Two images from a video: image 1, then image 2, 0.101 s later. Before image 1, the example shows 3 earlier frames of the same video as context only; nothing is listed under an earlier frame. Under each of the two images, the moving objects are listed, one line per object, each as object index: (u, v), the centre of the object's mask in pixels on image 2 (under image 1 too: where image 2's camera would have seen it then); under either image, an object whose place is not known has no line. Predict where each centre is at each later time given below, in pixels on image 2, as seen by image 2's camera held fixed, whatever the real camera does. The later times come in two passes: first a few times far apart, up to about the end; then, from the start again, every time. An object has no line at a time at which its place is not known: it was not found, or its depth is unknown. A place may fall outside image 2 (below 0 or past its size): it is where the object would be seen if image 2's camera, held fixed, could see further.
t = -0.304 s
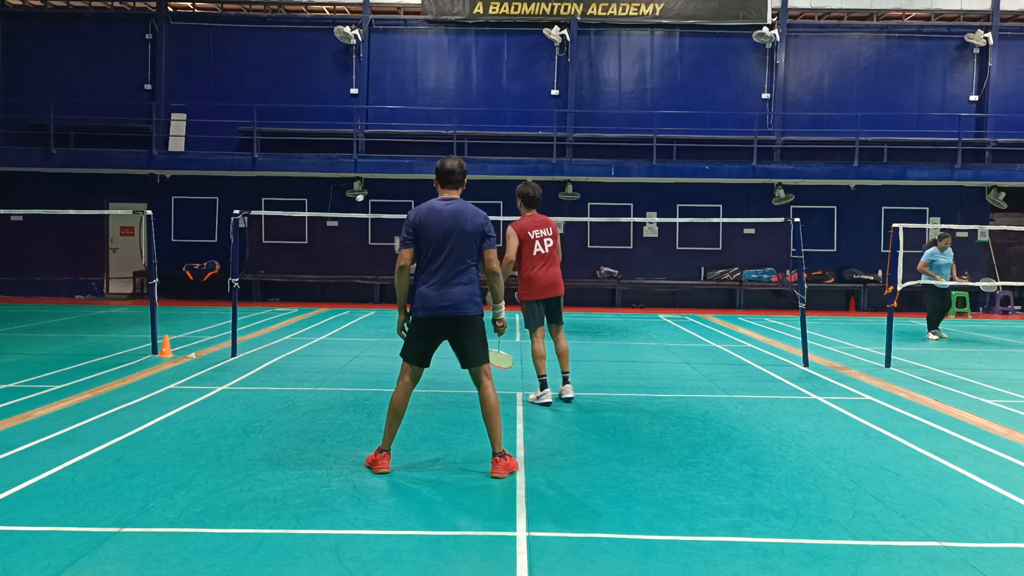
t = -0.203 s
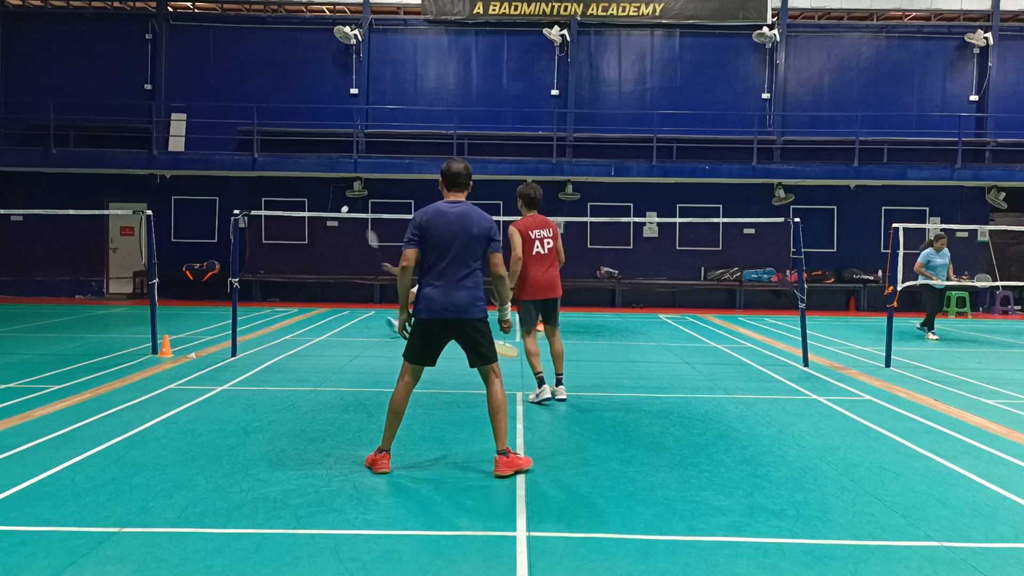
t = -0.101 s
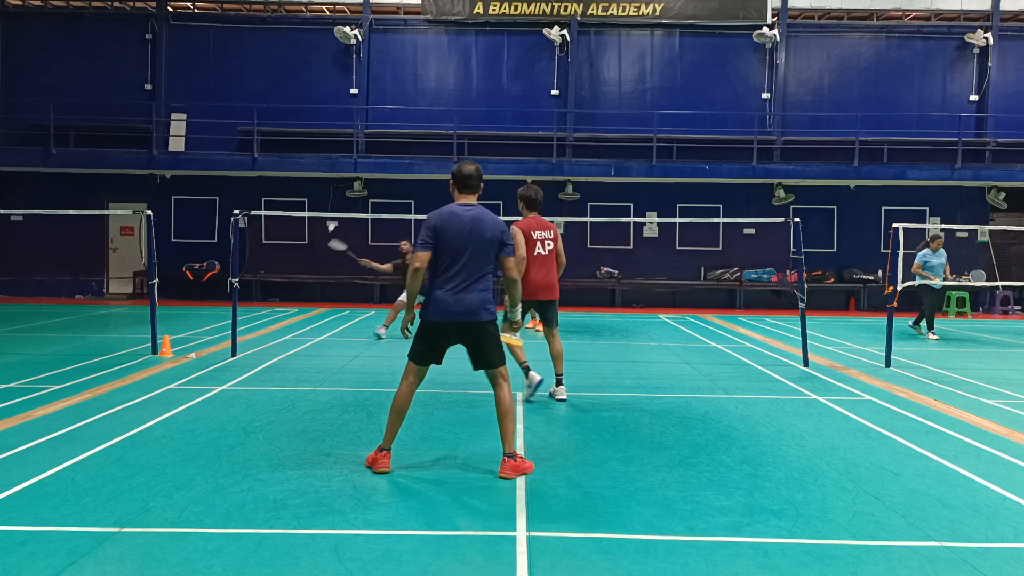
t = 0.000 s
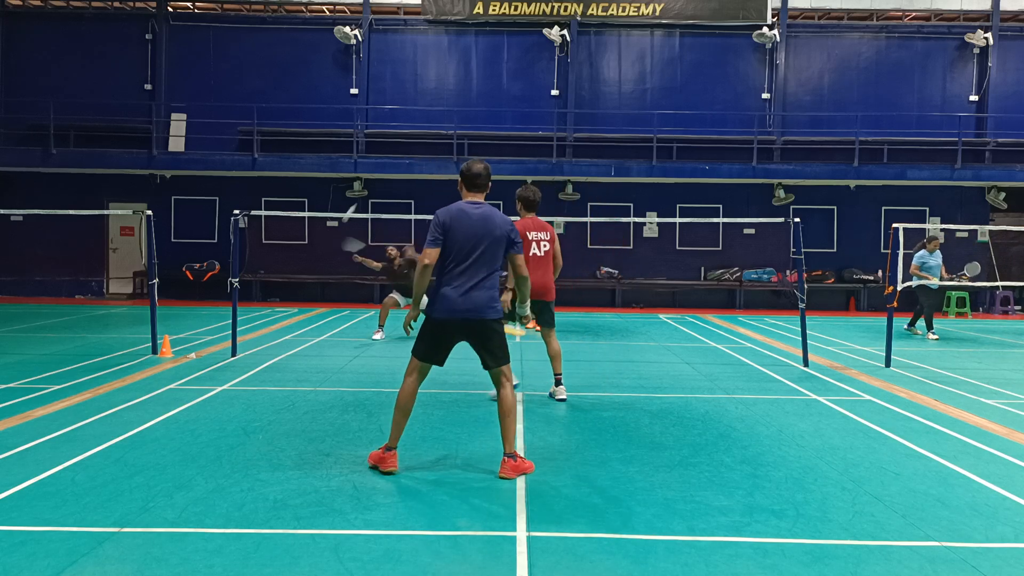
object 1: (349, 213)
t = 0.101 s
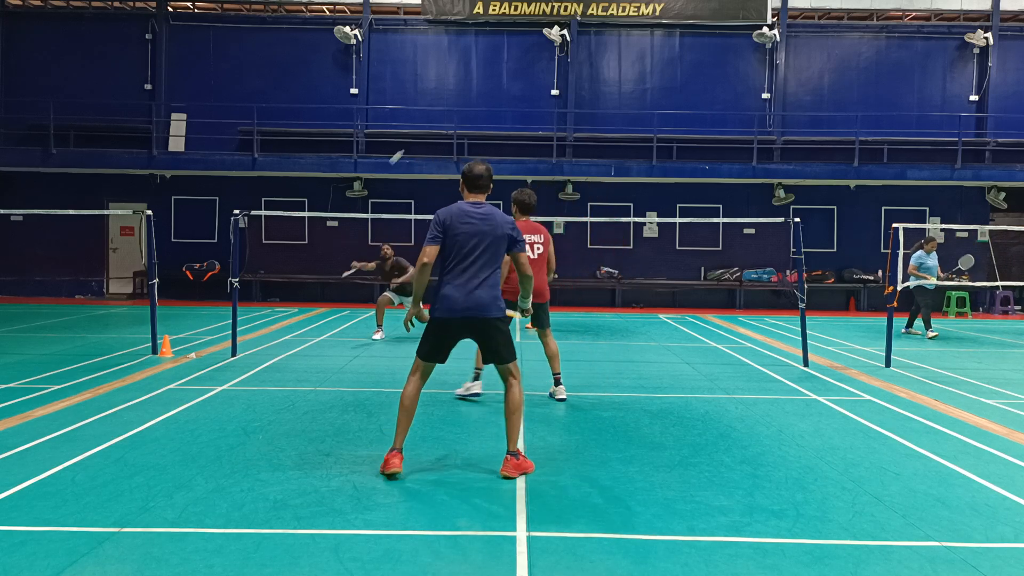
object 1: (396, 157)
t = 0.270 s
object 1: (468, 93)
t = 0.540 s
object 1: (572, 57)
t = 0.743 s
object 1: (648, 88)
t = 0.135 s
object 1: (411, 143)
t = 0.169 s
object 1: (426, 128)
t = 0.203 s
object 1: (440, 115)
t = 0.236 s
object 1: (454, 104)
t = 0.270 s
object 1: (468, 93)
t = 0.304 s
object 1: (481, 85)
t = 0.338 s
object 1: (494, 77)
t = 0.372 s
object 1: (507, 70)
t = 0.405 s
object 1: (520, 65)
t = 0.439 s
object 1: (533, 61)
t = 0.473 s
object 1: (546, 59)
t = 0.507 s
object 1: (559, 57)
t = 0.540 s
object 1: (572, 57)
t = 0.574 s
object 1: (585, 58)
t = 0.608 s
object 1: (597, 61)
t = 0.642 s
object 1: (610, 65)
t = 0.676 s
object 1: (623, 72)
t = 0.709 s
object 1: (635, 79)
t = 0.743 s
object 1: (648, 88)
